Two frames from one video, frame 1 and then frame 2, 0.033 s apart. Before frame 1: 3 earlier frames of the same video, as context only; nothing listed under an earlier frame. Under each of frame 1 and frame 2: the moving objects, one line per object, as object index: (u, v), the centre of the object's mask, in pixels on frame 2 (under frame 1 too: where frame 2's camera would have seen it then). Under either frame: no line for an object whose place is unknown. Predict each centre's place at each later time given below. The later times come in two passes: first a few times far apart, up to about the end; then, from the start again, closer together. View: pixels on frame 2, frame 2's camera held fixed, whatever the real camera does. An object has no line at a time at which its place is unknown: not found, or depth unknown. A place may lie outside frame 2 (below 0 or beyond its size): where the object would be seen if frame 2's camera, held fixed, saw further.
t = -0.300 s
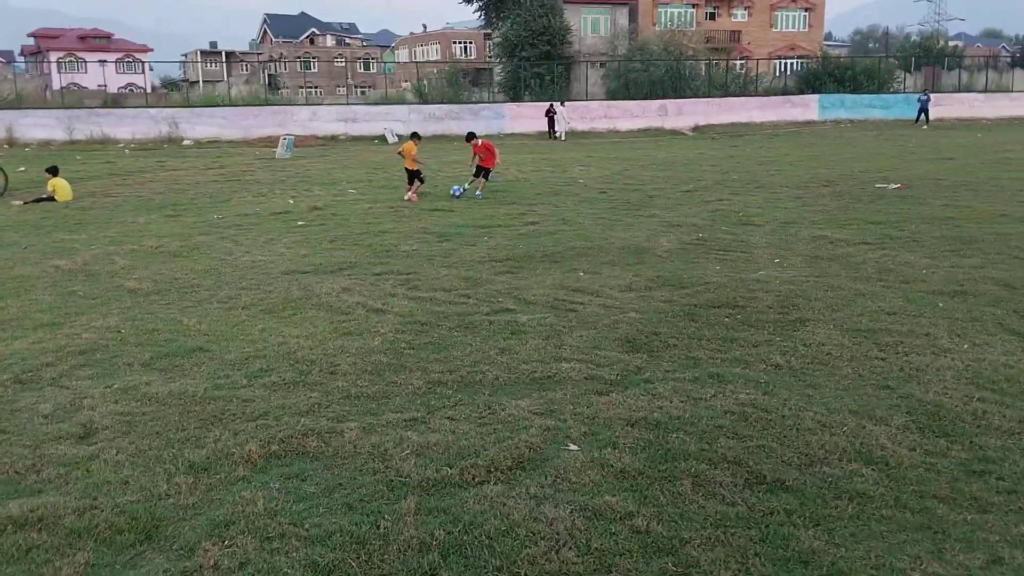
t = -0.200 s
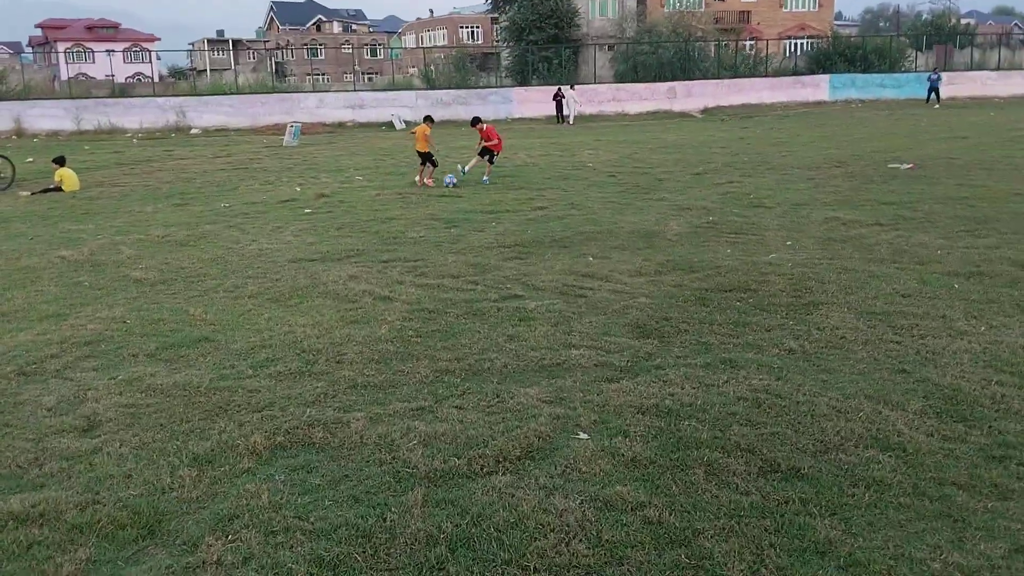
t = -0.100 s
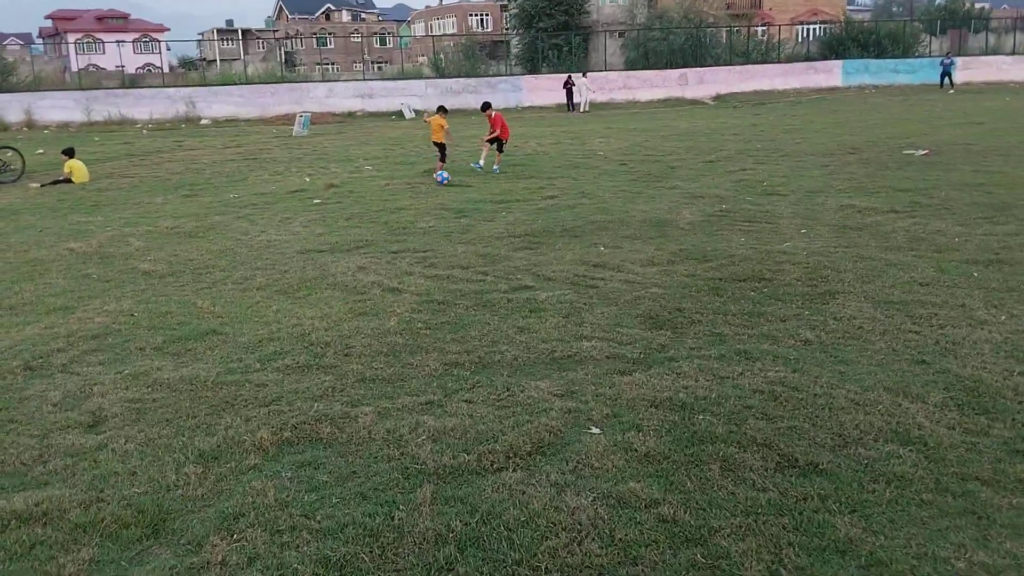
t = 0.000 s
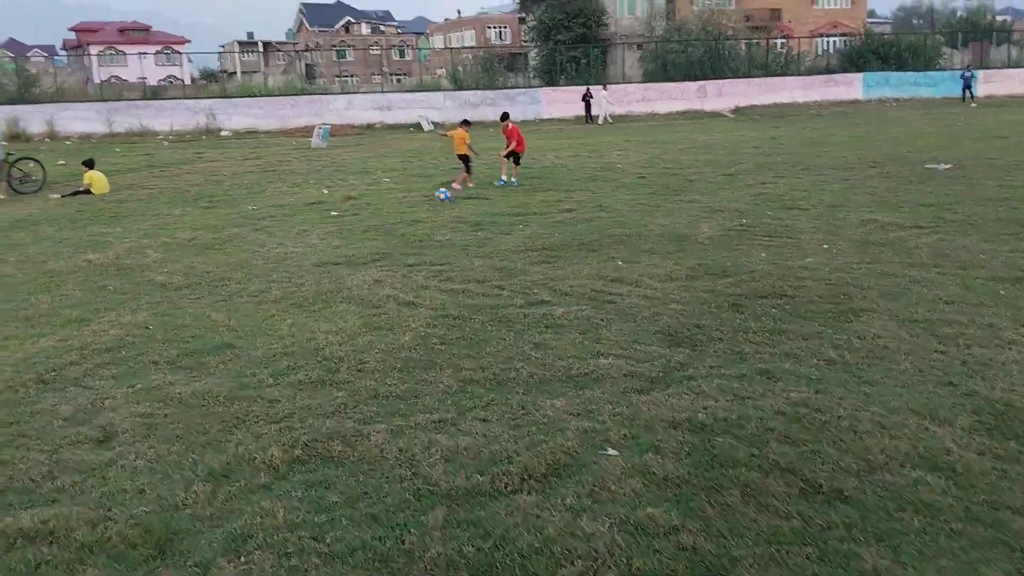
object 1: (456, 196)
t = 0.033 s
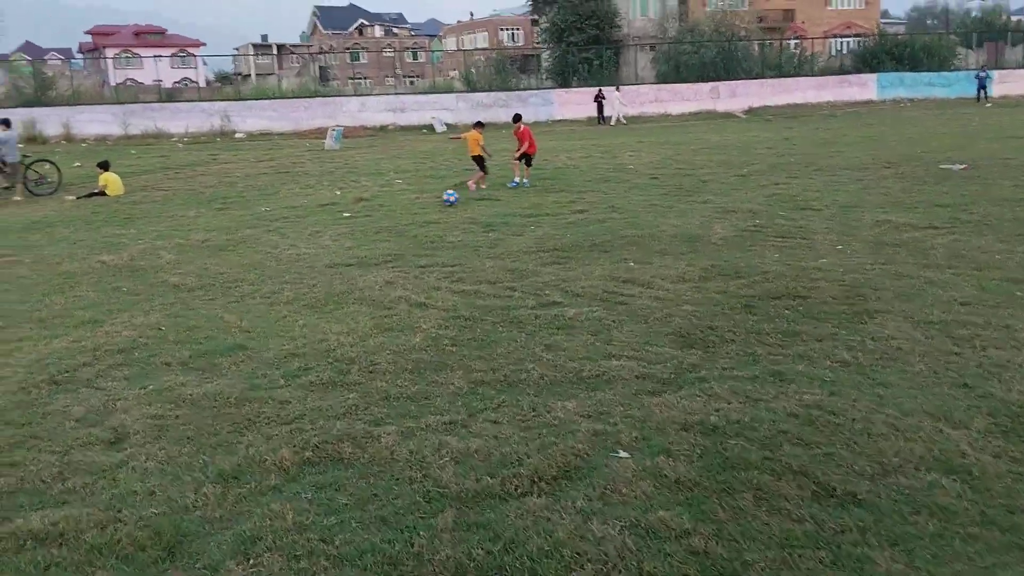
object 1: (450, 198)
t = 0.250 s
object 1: (413, 213)
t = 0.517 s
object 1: (370, 227)
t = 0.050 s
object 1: (447, 198)
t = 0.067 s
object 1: (445, 198)
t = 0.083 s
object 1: (442, 199)
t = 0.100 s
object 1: (439, 200)
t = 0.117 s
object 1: (436, 201)
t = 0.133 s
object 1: (433, 202)
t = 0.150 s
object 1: (430, 204)
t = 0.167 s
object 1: (427, 206)
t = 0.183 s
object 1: (424, 208)
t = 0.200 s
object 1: (421, 210)
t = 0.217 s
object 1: (418, 212)
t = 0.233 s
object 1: (415, 213)
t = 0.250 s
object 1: (413, 213)
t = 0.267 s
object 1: (410, 213)
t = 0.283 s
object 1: (407, 213)
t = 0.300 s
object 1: (405, 213)
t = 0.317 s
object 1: (402, 213)
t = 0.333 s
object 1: (400, 214)
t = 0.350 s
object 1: (397, 215)
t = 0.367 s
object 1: (394, 215)
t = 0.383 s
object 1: (392, 216)
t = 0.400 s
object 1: (389, 218)
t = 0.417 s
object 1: (386, 219)
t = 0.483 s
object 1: (374, 228)
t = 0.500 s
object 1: (372, 228)
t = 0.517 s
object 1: (370, 227)
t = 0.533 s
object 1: (369, 227)
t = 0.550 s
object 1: (366, 227)
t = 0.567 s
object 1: (364, 227)
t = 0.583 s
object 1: (361, 226)
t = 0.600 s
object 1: (359, 226)
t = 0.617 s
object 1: (357, 227)
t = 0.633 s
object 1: (355, 227)
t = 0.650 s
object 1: (352, 229)
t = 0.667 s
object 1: (350, 230)
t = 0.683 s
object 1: (348, 232)
